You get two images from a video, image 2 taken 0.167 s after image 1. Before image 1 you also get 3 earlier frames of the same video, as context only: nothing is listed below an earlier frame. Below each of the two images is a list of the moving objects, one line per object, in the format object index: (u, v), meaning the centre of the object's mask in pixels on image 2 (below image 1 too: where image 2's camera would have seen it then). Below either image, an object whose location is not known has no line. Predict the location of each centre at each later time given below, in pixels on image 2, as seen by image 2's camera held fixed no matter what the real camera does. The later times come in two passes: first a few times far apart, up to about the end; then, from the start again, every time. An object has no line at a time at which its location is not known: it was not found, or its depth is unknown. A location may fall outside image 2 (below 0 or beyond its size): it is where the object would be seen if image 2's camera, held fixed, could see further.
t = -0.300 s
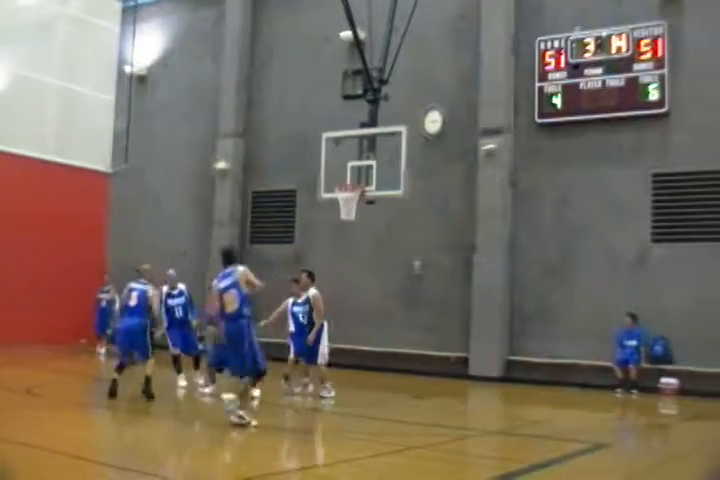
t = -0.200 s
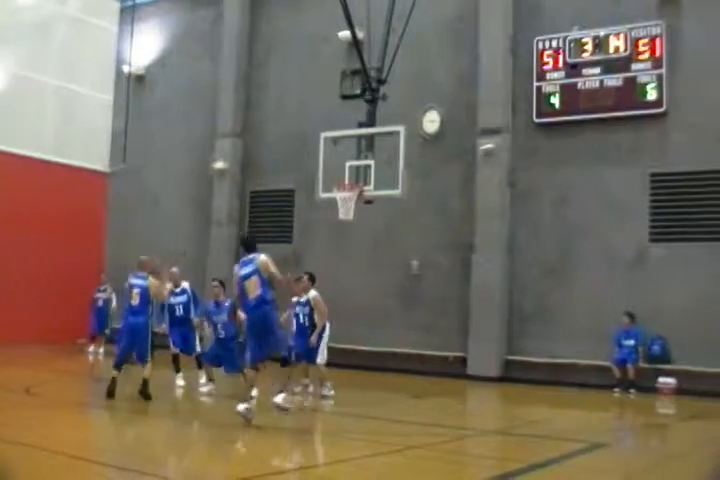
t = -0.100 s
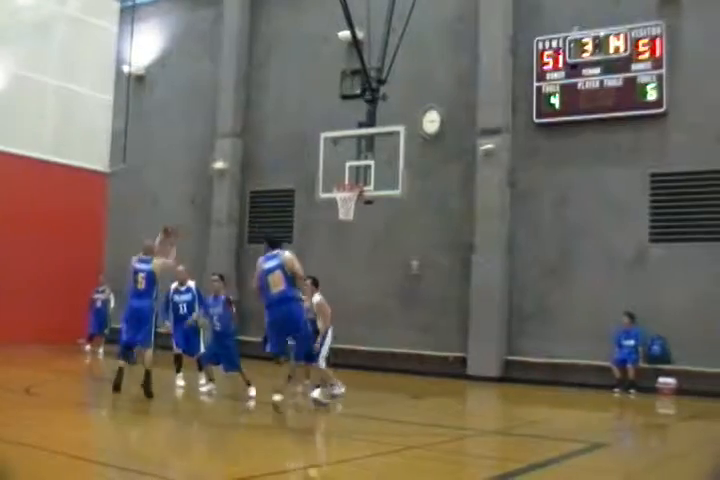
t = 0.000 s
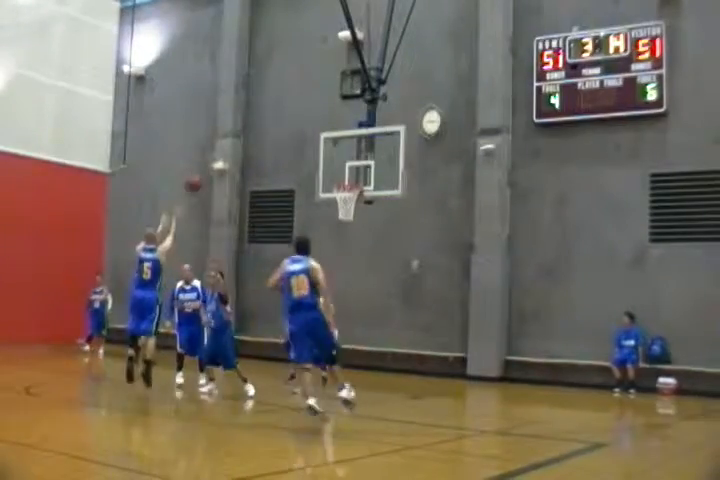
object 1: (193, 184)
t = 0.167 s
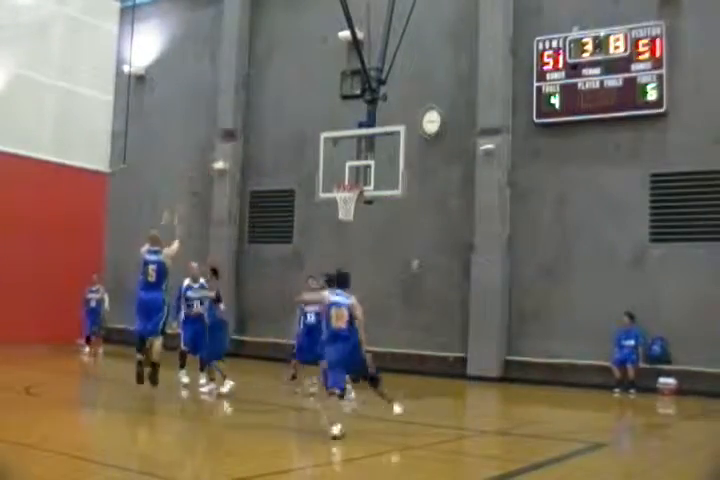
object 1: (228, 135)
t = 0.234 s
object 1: (240, 120)
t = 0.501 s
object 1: (284, 102)
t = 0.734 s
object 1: (317, 128)
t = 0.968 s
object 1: (344, 182)
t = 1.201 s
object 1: (354, 205)
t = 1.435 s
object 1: (350, 244)
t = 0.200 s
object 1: (232, 129)
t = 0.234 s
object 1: (240, 120)
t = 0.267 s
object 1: (244, 115)
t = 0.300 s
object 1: (250, 110)
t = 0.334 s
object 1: (260, 105)
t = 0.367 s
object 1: (263, 103)
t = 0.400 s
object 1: (268, 103)
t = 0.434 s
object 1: (272, 103)
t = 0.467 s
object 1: (279, 102)
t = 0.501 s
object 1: (284, 102)
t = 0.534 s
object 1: (290, 104)
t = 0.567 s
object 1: (295, 105)
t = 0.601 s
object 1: (299, 108)
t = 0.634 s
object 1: (304, 112)
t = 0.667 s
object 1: (307, 115)
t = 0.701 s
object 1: (313, 120)
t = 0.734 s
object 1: (317, 128)
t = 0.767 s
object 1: (321, 134)
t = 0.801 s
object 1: (325, 140)
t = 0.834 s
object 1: (330, 147)
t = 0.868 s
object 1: (334, 157)
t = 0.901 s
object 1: (337, 166)
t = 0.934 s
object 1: (342, 174)
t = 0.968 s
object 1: (344, 182)
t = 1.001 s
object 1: (349, 187)
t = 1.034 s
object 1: (350, 189)
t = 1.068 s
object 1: (353, 186)
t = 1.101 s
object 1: (355, 188)
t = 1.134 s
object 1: (358, 190)
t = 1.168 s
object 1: (358, 192)
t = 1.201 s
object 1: (354, 205)
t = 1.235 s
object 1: (353, 210)
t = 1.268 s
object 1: (354, 212)
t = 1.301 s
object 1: (353, 220)
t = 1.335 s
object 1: (352, 223)
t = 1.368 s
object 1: (351, 229)
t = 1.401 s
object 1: (351, 237)
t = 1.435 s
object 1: (350, 244)
